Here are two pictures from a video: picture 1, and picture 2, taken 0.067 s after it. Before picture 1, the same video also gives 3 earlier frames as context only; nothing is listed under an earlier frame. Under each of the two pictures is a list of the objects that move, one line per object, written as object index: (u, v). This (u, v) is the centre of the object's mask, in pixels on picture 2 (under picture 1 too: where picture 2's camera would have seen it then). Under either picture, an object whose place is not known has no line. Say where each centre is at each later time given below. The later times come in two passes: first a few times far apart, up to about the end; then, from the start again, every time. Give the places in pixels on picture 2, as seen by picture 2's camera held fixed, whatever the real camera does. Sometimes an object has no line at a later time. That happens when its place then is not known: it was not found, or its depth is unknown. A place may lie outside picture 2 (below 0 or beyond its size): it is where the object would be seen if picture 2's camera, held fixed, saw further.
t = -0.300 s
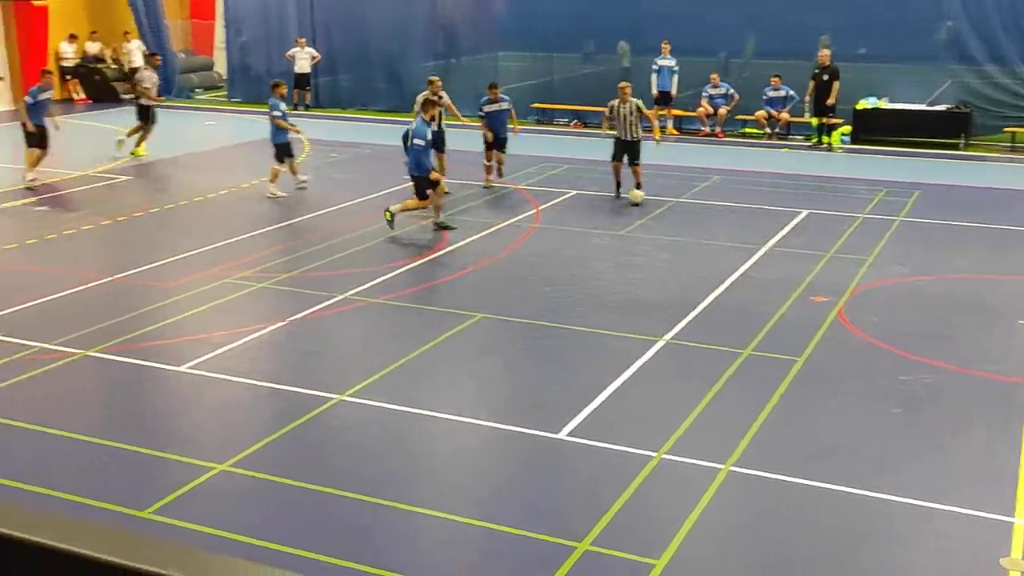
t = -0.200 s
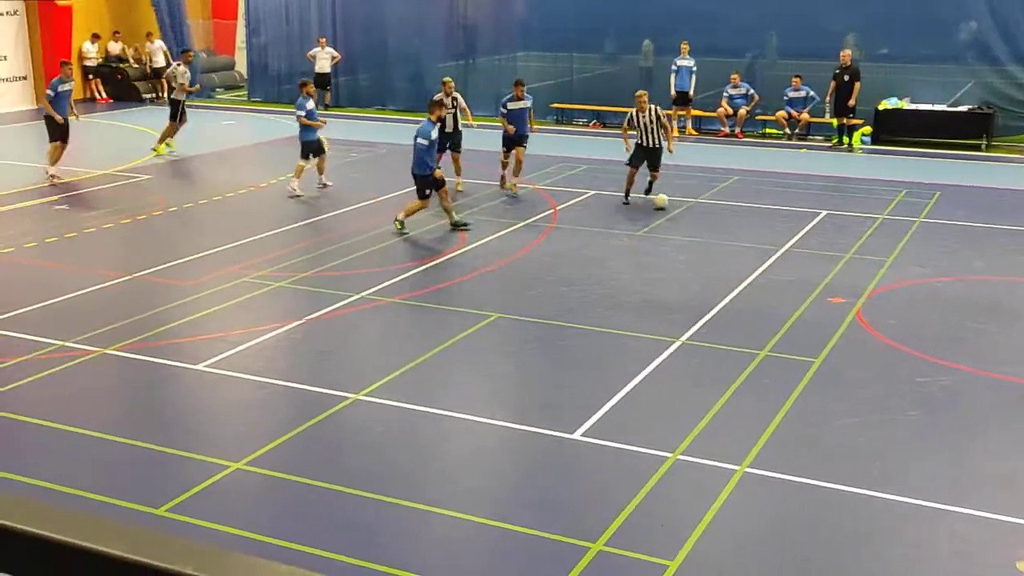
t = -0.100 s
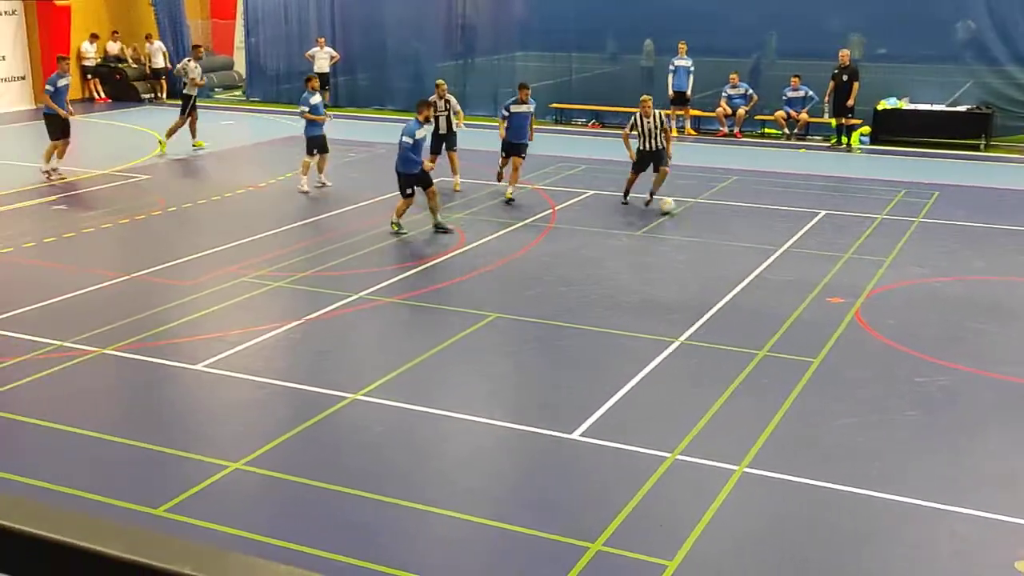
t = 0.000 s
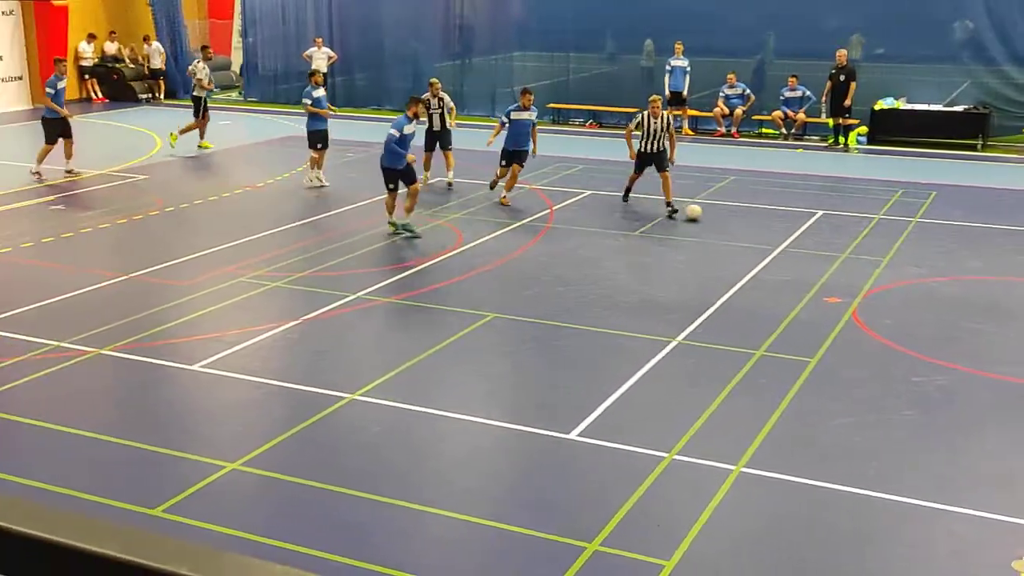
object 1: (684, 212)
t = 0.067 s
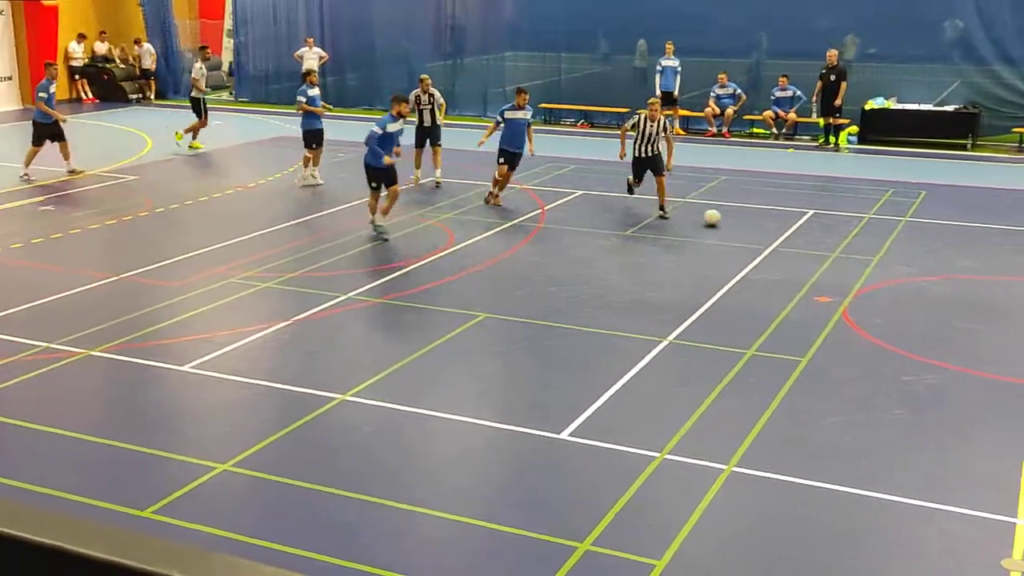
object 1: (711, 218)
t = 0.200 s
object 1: (764, 228)
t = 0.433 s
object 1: (849, 246)
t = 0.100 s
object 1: (725, 220)
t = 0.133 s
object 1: (739, 223)
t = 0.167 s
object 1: (752, 226)
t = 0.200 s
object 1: (764, 228)
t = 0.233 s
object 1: (777, 231)
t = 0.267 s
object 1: (790, 233)
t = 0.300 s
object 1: (802, 236)
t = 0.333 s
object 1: (815, 238)
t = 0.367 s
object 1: (826, 242)
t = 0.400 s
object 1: (838, 244)
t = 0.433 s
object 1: (849, 246)
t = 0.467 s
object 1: (860, 249)
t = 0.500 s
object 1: (871, 252)
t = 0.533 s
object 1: (882, 254)
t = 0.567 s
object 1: (894, 256)
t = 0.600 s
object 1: (906, 259)
